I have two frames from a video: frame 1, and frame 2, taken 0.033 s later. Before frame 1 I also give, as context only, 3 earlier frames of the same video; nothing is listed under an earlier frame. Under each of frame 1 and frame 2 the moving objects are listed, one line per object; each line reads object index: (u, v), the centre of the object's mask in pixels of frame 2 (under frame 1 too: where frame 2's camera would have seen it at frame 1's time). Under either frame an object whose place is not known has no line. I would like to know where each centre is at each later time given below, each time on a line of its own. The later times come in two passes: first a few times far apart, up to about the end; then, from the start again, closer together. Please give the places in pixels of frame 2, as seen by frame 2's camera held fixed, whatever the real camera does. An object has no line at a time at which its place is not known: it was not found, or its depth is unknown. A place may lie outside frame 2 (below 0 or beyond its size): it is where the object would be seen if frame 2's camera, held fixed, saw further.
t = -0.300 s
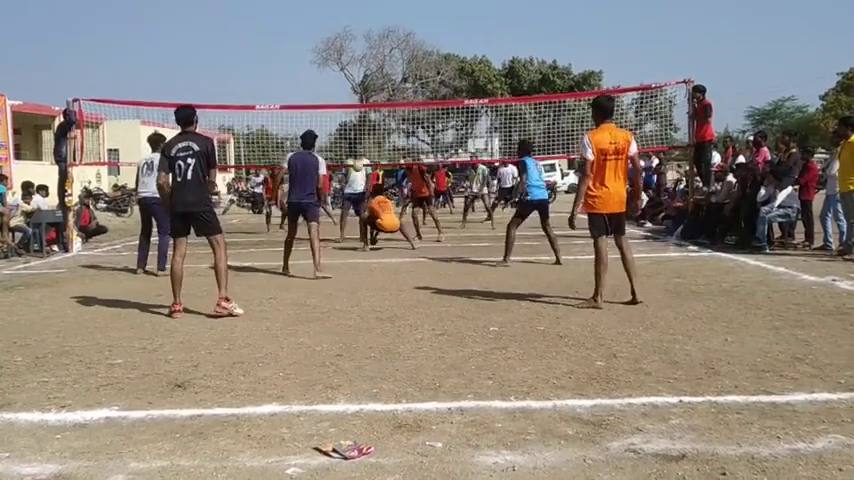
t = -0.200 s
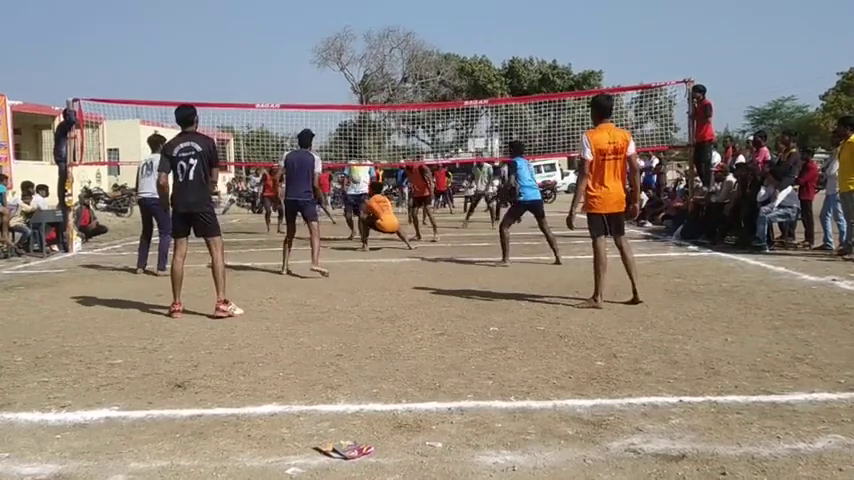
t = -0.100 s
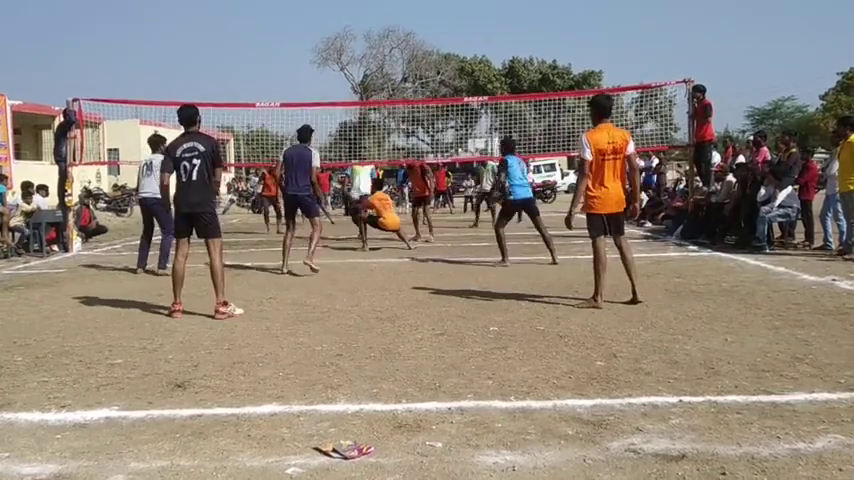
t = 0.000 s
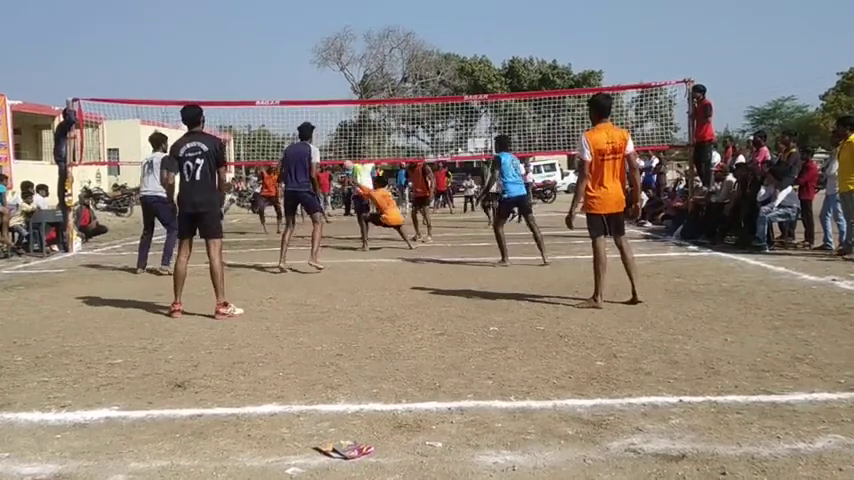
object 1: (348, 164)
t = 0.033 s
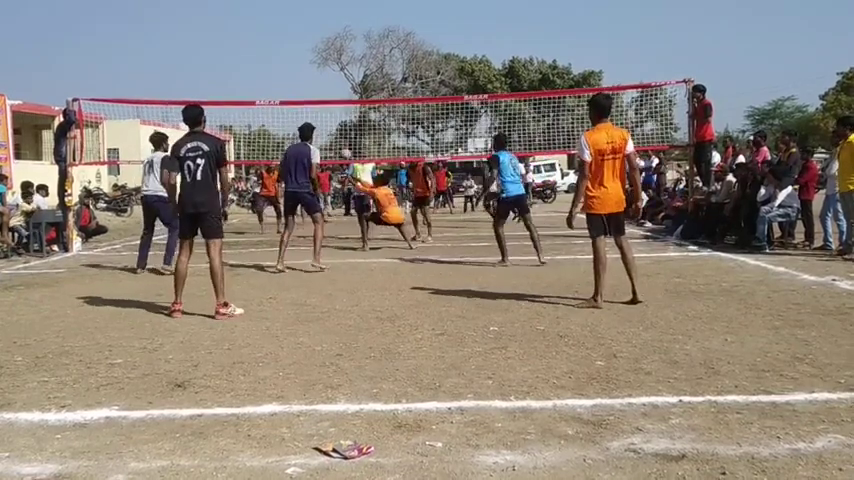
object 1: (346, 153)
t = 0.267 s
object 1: (328, 90)
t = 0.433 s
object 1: (315, 63)
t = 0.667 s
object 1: (296, 56)
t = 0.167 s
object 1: (334, 116)
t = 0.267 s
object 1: (328, 90)
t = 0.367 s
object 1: (320, 71)
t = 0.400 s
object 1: (317, 67)
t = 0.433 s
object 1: (315, 63)
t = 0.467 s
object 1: (312, 60)
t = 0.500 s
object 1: (310, 58)
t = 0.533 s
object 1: (307, 56)
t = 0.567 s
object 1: (305, 55)
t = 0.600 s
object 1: (302, 54)
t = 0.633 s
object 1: (299, 55)
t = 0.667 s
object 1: (296, 56)
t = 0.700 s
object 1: (294, 59)
